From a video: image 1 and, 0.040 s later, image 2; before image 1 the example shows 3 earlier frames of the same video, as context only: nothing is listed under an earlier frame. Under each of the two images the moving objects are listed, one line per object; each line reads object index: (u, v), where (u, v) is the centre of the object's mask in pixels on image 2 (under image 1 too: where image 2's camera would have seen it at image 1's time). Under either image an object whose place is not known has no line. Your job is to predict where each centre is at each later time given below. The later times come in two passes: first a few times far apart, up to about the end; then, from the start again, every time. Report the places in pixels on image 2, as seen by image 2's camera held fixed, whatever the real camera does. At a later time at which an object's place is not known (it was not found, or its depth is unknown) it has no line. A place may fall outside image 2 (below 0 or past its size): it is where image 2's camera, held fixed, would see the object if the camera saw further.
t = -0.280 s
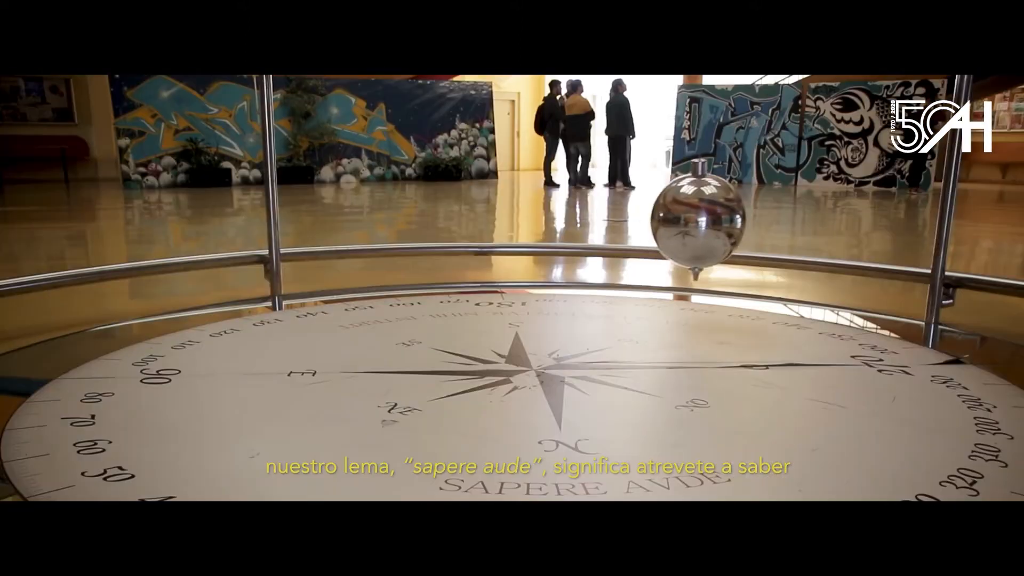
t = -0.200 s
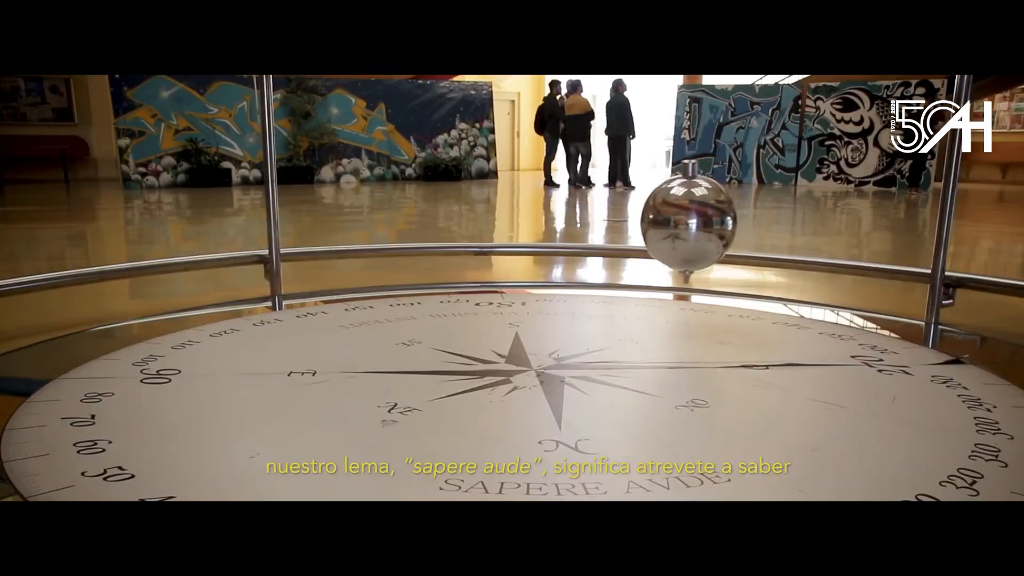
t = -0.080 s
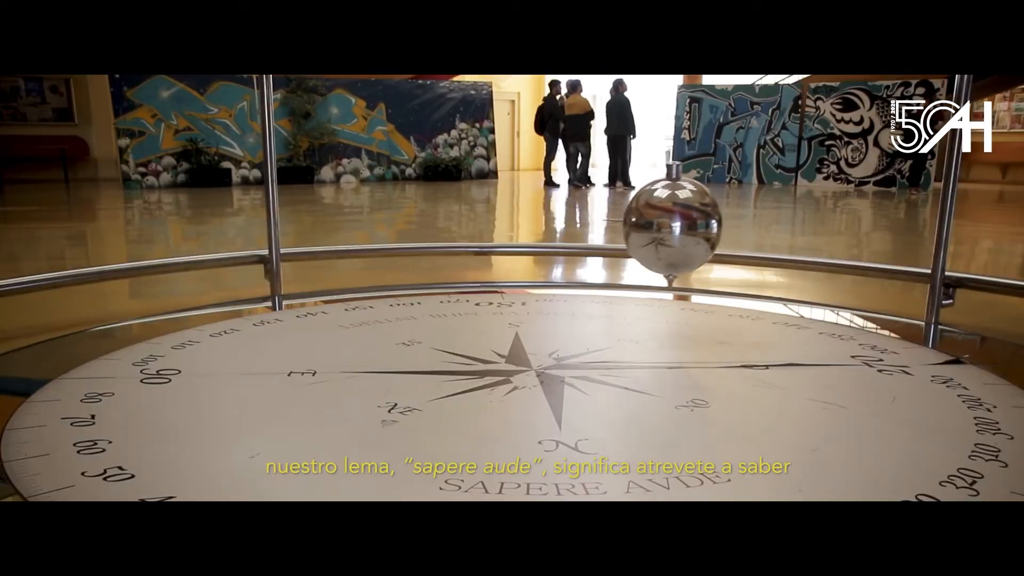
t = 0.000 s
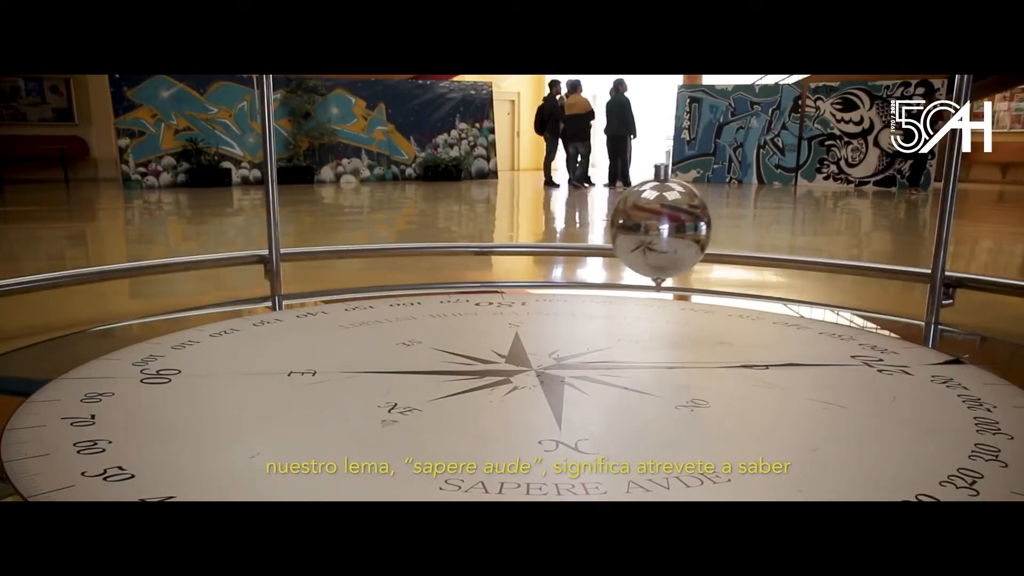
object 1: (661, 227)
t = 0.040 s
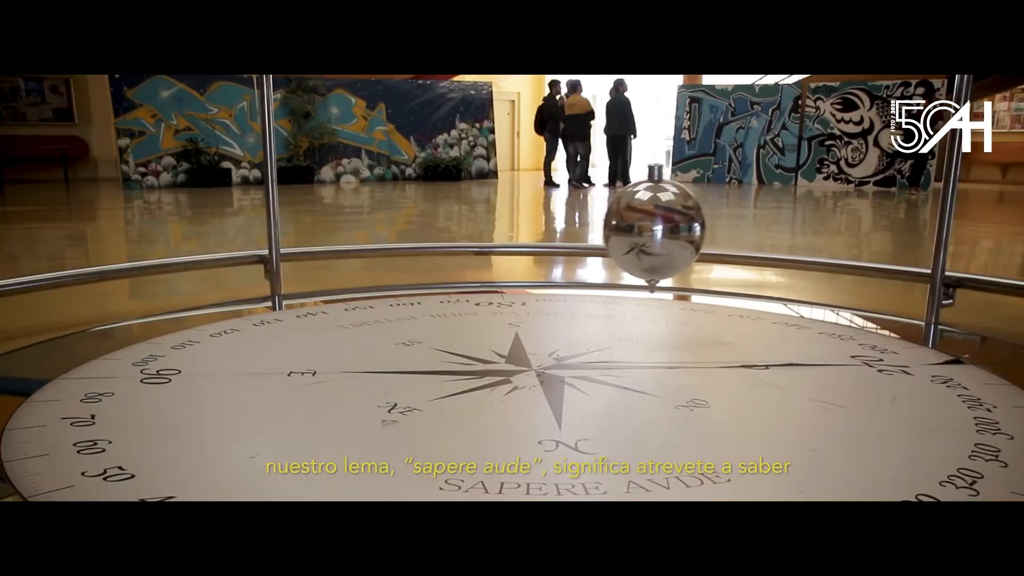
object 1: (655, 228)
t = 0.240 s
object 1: (619, 234)
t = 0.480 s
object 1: (569, 242)
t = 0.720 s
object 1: (508, 250)
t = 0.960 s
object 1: (438, 257)
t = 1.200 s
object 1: (359, 264)
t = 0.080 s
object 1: (648, 229)
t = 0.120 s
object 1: (641, 231)
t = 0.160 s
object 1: (634, 232)
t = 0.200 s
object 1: (626, 233)
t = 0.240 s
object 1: (619, 234)
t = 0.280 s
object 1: (611, 236)
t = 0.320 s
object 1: (603, 237)
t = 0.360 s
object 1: (595, 238)
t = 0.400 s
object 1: (586, 239)
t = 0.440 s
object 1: (578, 240)
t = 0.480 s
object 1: (569, 242)
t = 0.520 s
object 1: (559, 243)
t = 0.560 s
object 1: (550, 245)
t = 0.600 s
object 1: (539, 246)
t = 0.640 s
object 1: (530, 247)
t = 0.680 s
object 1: (519, 249)
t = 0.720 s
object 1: (508, 250)
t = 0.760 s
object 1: (497, 251)
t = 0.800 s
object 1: (486, 252)
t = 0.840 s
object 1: (474, 253)
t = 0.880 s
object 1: (462, 254)
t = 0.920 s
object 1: (450, 255)
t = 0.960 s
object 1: (438, 257)
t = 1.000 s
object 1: (426, 259)
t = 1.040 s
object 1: (413, 260)
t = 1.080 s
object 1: (400, 261)
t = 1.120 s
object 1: (386, 262)
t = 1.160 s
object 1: (373, 263)
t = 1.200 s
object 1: (359, 264)
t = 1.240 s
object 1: (345, 266)
